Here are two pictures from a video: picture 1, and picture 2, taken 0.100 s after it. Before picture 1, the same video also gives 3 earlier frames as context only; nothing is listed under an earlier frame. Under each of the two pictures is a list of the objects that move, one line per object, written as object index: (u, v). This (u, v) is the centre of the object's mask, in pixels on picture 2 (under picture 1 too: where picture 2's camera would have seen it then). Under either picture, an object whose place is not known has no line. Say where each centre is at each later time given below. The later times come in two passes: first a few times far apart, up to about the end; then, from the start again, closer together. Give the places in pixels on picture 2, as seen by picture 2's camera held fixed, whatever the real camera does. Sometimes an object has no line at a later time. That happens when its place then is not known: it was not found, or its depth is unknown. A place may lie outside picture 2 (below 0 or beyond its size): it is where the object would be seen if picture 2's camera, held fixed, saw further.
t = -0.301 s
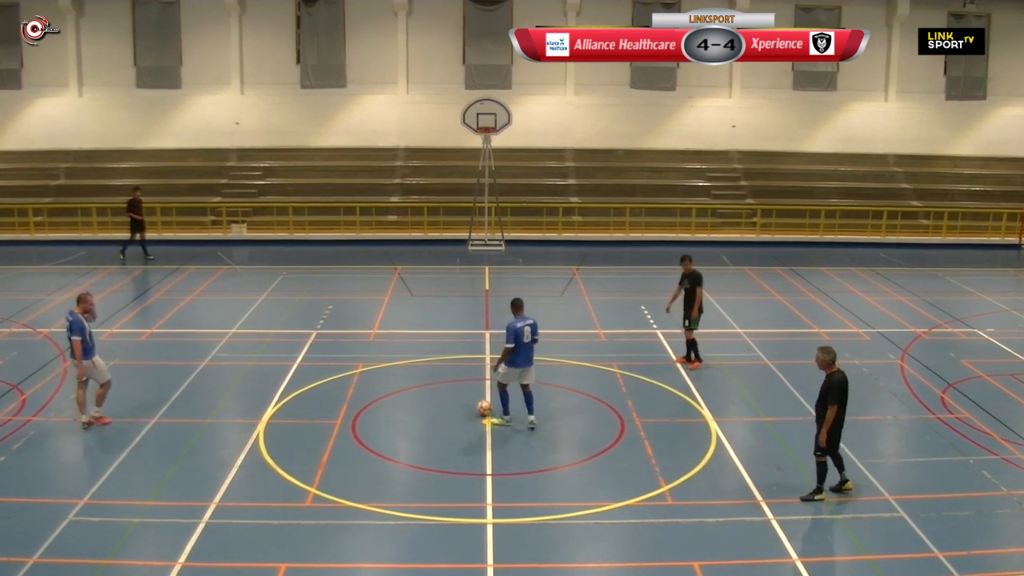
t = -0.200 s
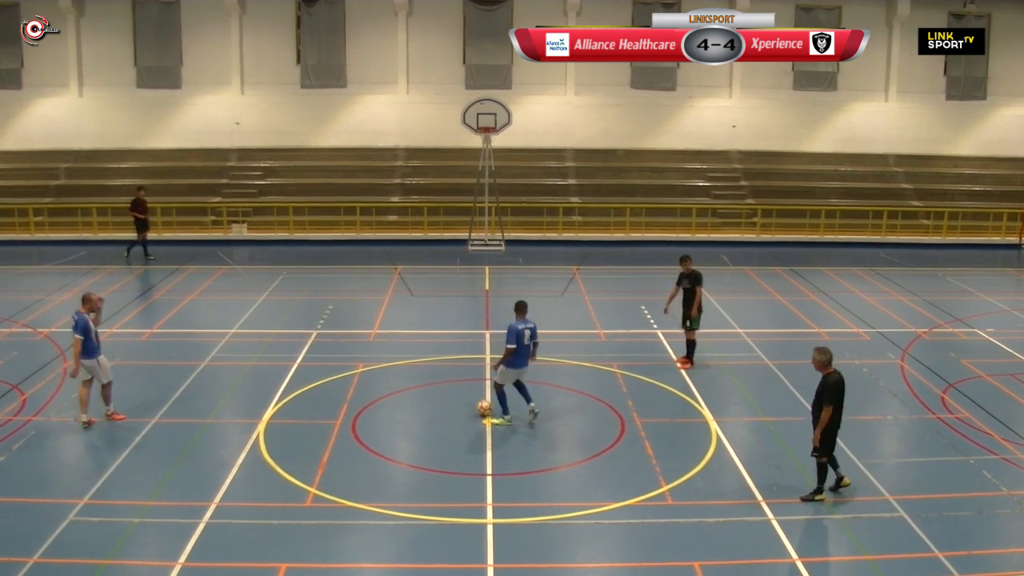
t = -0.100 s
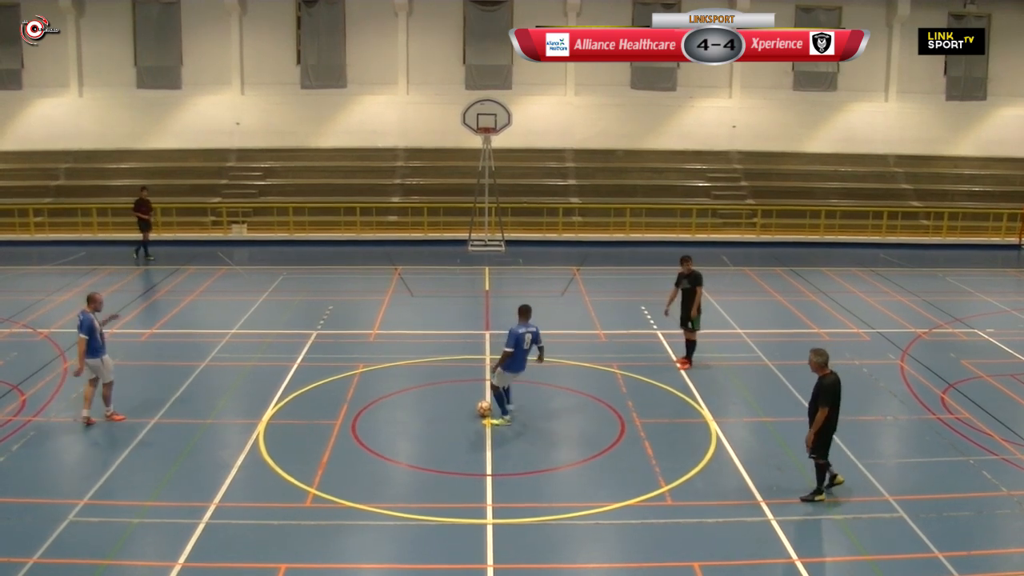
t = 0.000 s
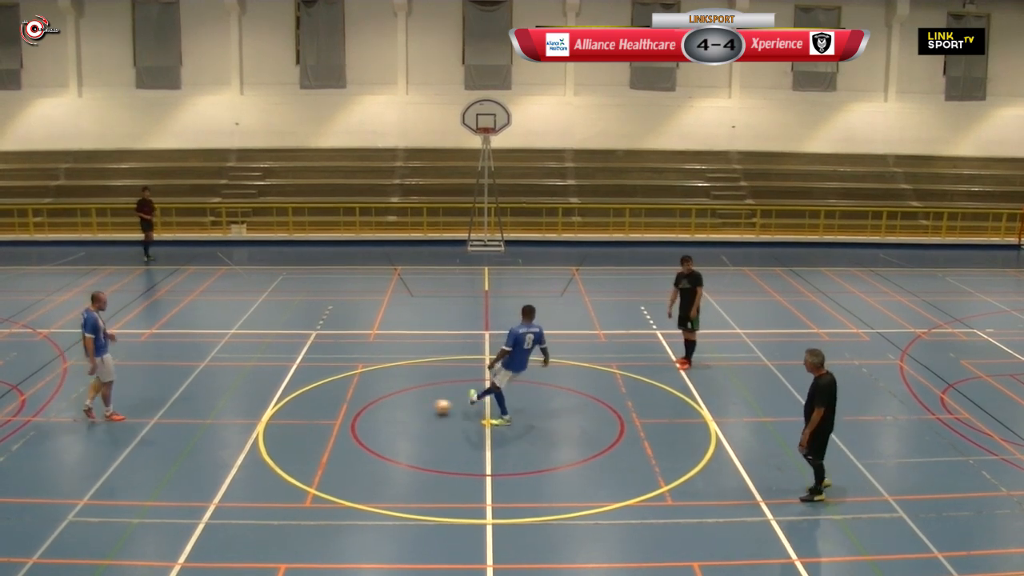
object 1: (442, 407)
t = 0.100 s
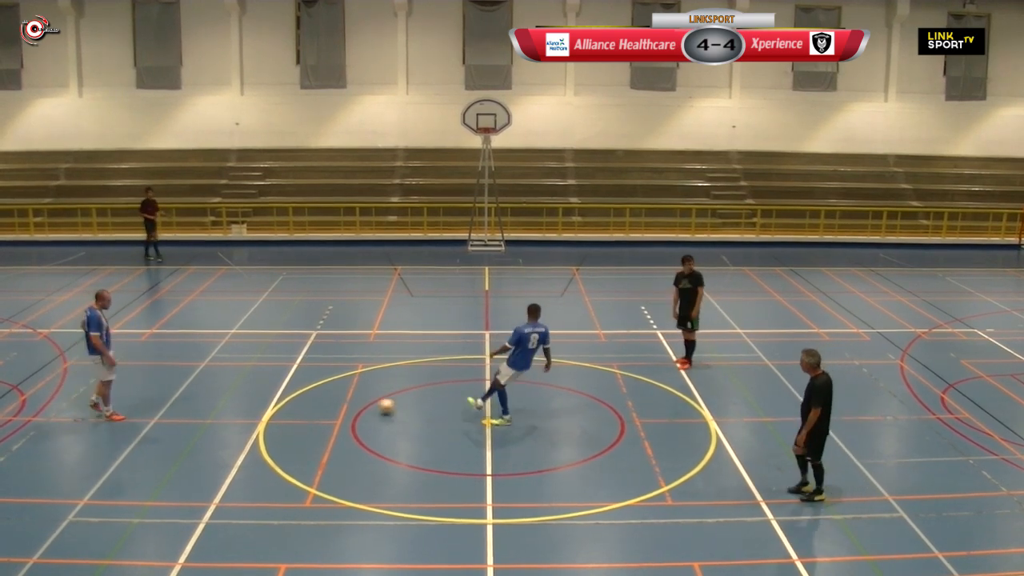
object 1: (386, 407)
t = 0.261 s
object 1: (307, 406)
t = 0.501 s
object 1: (209, 404)
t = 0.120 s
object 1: (375, 407)
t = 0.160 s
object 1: (354, 406)
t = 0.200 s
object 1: (335, 406)
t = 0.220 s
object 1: (325, 406)
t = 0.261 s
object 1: (307, 406)
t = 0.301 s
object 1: (290, 406)
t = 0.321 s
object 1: (281, 405)
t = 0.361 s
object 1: (264, 405)
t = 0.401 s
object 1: (248, 405)
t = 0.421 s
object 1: (240, 405)
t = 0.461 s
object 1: (225, 404)
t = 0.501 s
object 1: (209, 404)
